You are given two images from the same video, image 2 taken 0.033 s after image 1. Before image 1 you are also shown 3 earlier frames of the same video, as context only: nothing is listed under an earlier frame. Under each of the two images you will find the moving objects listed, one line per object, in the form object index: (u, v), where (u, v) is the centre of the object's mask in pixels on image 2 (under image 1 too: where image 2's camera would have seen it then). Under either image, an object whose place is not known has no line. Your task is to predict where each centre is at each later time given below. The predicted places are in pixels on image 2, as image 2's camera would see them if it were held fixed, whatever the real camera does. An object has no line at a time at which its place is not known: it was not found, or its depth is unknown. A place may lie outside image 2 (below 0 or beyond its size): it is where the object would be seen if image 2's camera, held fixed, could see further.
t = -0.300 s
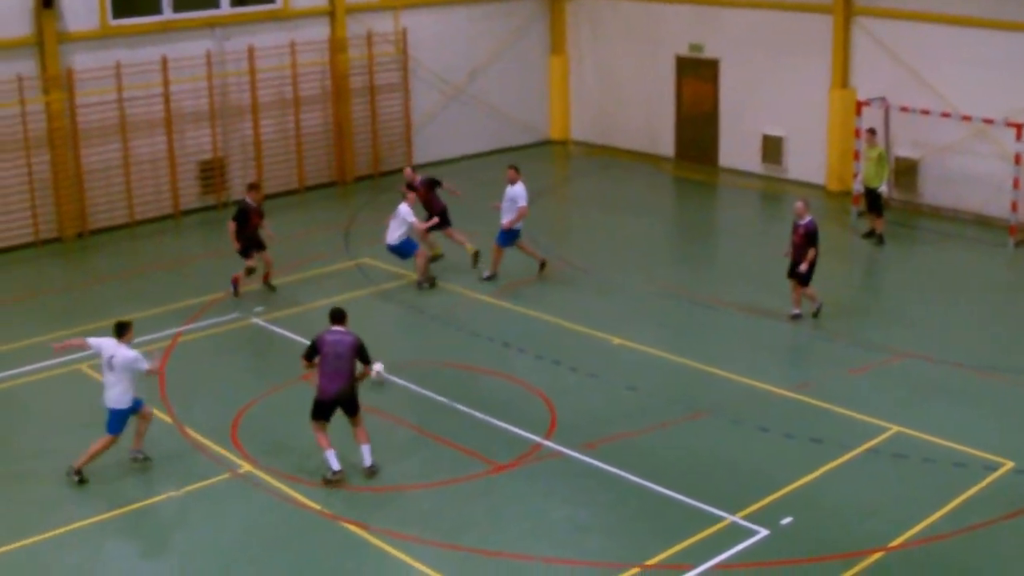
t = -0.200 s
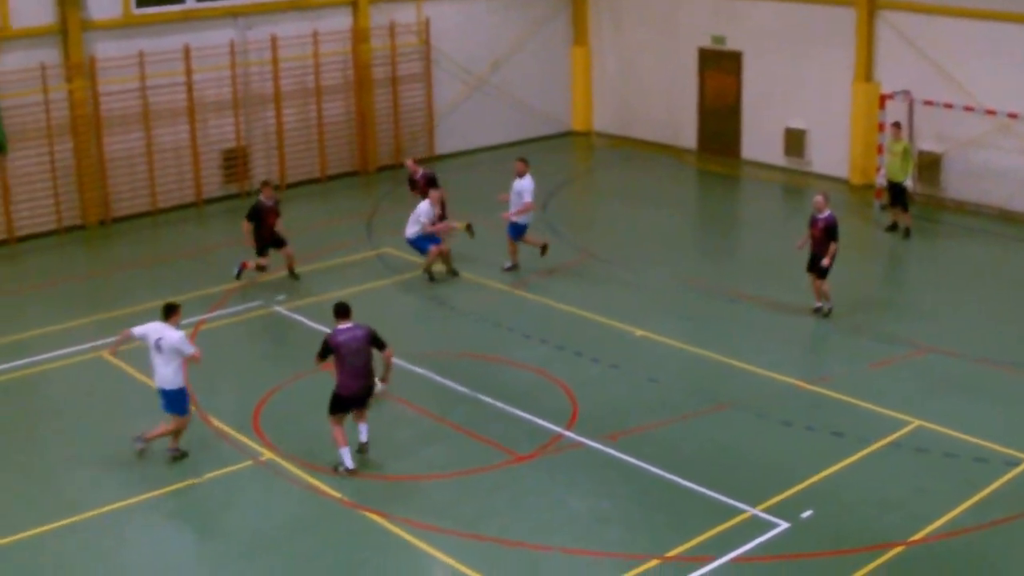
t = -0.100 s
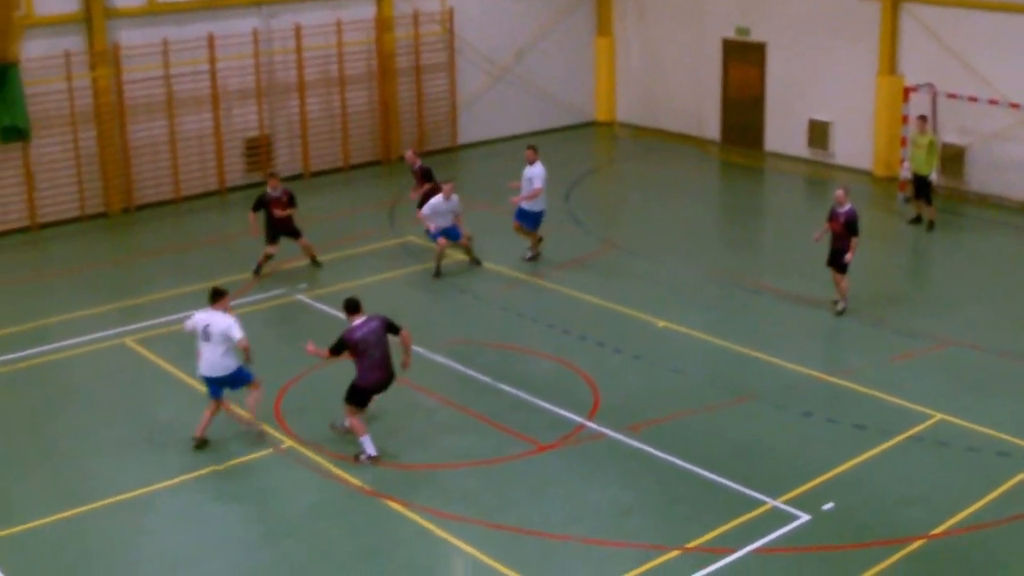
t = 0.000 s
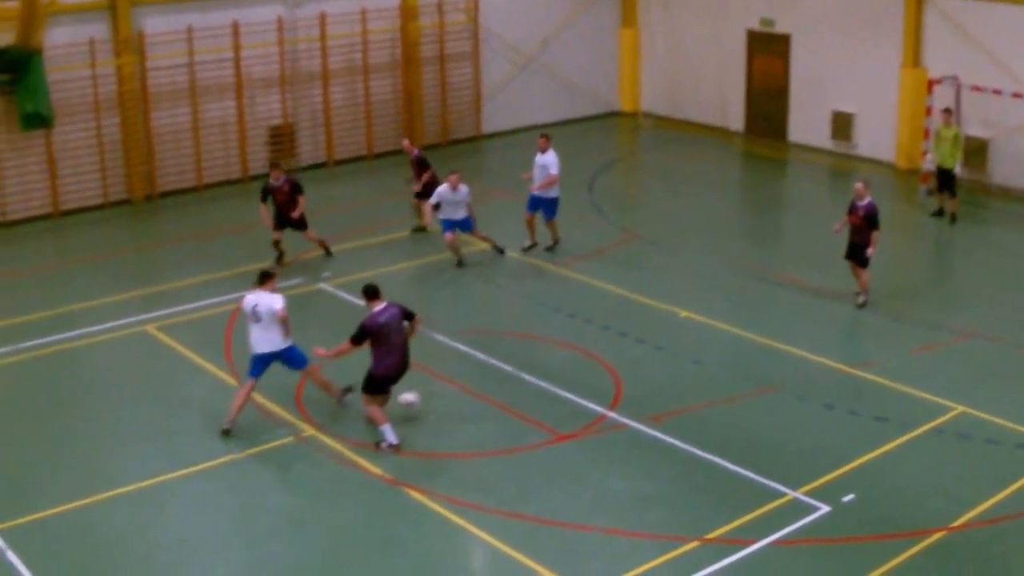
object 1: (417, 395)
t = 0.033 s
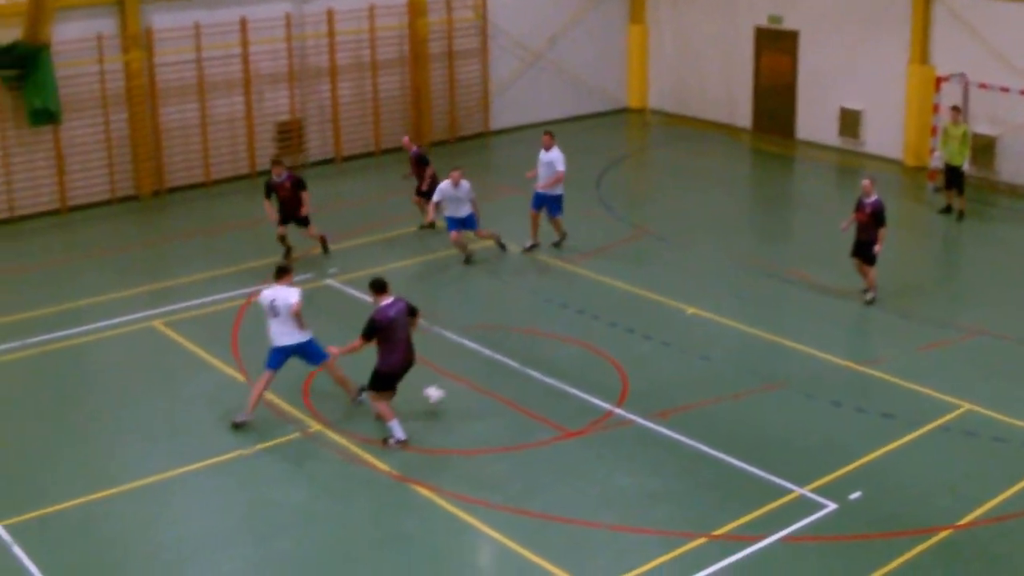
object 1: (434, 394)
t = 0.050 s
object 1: (443, 394)
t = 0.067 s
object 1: (453, 394)
